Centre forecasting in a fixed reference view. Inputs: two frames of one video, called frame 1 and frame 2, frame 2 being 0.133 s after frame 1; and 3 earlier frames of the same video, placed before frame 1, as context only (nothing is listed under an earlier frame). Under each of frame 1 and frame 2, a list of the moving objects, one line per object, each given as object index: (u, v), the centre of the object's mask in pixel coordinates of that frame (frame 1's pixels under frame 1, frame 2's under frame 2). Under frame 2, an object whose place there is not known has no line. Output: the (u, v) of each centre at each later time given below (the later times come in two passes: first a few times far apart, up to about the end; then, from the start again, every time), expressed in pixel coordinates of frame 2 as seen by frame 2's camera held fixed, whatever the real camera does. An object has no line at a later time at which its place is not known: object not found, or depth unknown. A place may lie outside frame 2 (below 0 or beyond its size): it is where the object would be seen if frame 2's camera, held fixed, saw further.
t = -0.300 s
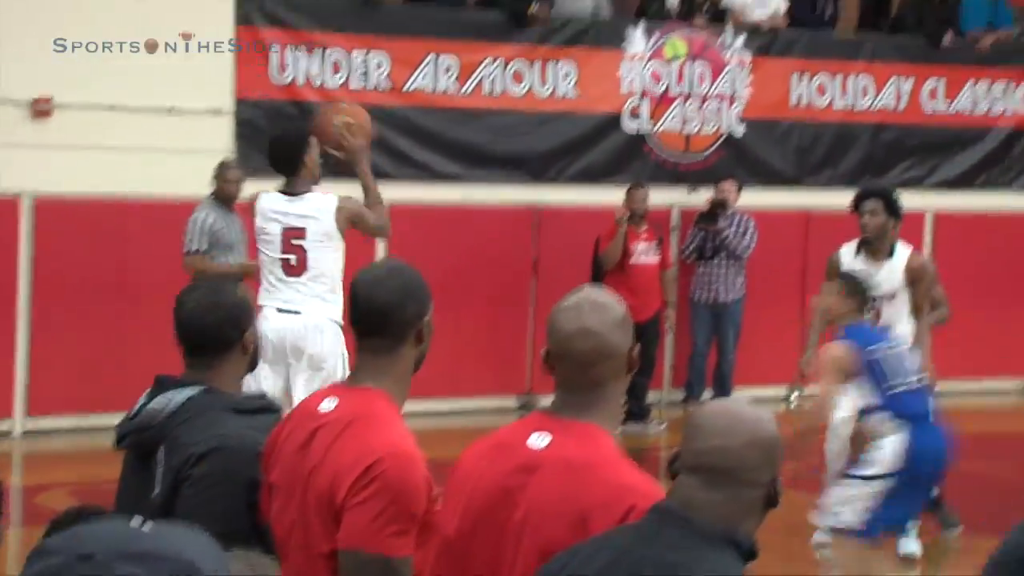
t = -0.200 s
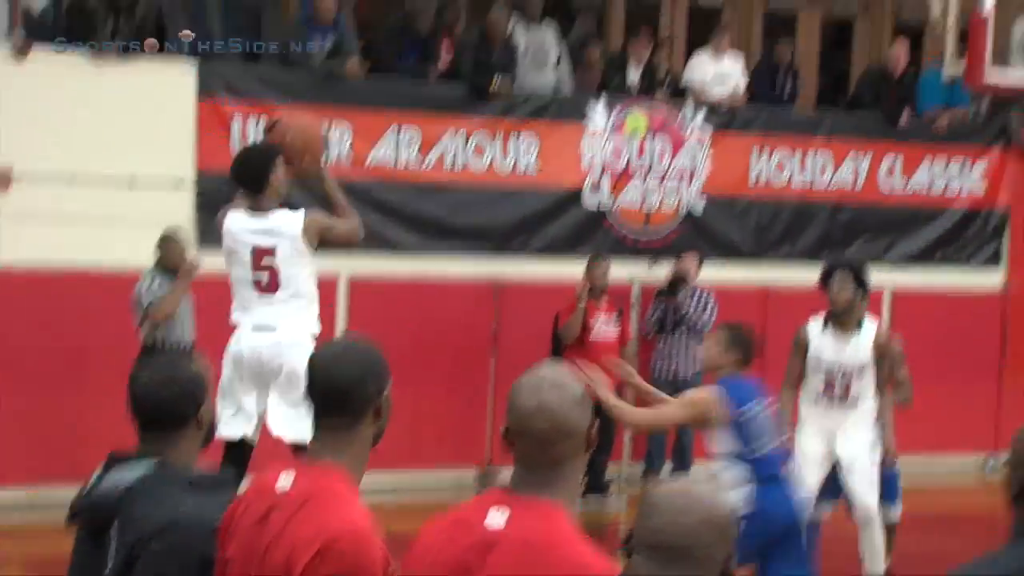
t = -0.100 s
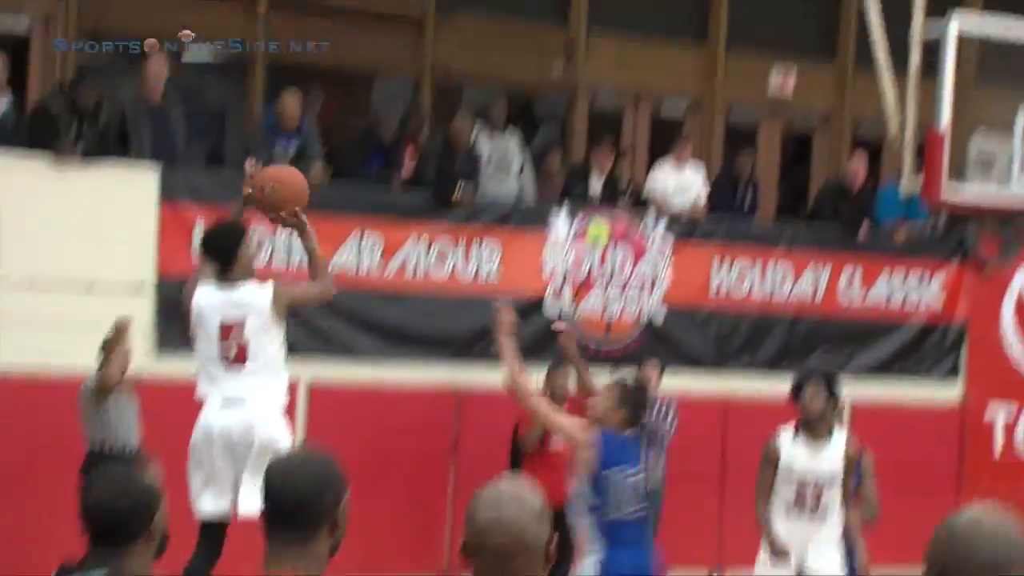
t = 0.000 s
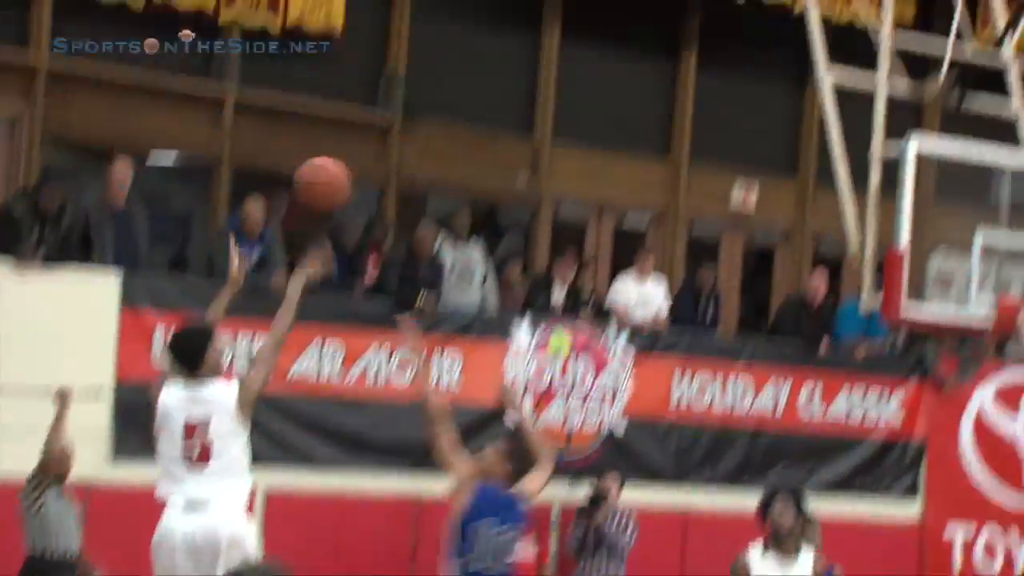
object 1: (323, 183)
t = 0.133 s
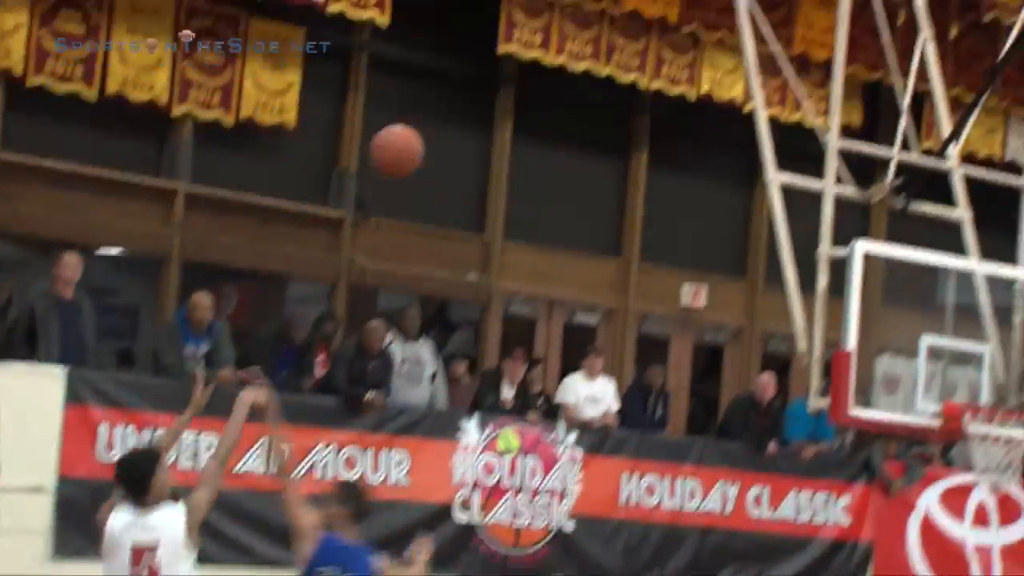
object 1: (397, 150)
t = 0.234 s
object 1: (479, 86)
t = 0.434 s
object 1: (623, 22)
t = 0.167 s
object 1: (425, 126)
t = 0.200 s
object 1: (453, 104)
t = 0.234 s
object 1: (479, 86)
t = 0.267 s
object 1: (505, 70)
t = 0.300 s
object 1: (530, 56)
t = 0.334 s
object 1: (554, 42)
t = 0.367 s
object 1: (578, 35)
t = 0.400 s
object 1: (601, 26)
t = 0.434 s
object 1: (623, 22)
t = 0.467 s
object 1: (644, 19)
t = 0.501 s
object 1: (666, 18)
